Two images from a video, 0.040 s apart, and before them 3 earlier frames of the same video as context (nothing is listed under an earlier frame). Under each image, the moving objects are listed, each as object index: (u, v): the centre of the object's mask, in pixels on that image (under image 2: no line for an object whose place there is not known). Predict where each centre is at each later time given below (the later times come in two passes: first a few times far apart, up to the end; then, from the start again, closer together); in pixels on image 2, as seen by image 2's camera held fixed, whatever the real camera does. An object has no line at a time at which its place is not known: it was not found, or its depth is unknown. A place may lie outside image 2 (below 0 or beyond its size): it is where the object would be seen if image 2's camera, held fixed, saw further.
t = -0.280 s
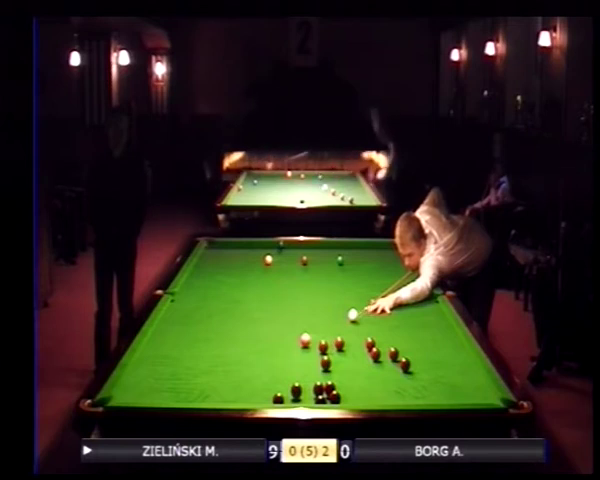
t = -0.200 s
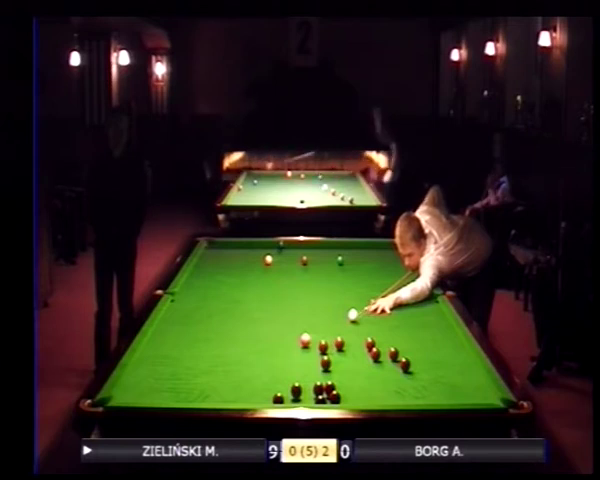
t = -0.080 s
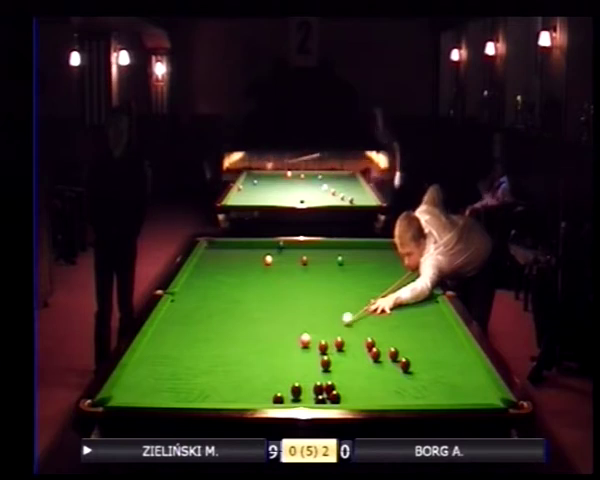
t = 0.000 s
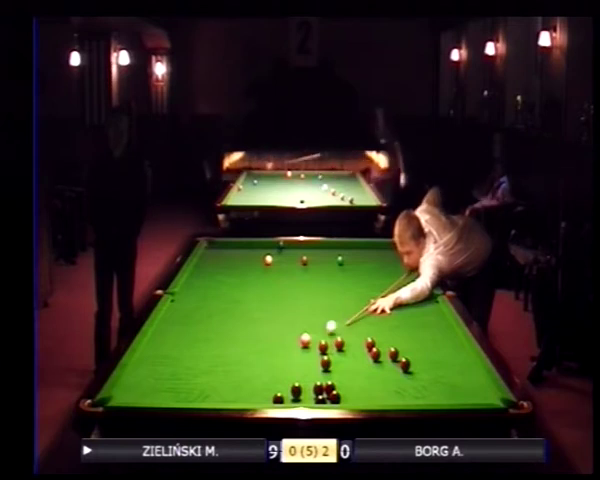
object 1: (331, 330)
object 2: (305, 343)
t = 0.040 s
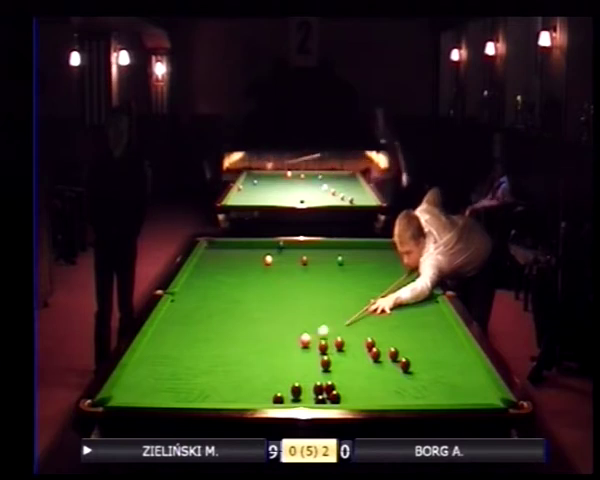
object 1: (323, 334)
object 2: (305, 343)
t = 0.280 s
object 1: (323, 340)
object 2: (256, 359)
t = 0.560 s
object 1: (338, 339)
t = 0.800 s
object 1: (348, 339)
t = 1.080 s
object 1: (358, 339)
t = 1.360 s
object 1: (366, 336)
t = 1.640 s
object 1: (374, 336)
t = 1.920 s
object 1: (380, 335)
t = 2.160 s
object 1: (385, 335)
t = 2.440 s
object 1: (389, 335)
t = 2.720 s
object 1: (392, 334)
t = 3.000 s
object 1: (393, 334)
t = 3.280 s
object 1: (394, 334)
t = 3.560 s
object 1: (394, 333)
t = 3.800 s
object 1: (394, 333)
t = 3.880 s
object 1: (394, 333)
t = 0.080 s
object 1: (315, 339)
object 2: (305, 343)
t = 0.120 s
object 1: (314, 341)
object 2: (298, 345)
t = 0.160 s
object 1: (315, 342)
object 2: (287, 349)
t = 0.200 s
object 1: (317, 342)
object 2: (277, 352)
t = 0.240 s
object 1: (321, 339)
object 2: (266, 356)
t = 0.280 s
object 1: (323, 340)
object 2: (256, 359)
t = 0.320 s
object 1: (326, 341)
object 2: (246, 362)
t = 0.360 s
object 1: (329, 342)
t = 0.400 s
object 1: (331, 343)
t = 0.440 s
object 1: (332, 342)
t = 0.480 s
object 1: (333, 342)
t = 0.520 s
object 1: (335, 341)
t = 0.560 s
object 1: (338, 339)
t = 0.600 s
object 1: (340, 338)
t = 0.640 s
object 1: (341, 339)
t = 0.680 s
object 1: (343, 338)
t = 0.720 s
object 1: (345, 338)
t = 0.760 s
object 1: (346, 338)
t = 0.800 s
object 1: (348, 339)
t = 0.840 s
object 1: (350, 340)
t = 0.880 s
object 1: (351, 340)
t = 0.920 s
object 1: (353, 339)
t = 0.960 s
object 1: (354, 340)
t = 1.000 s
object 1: (355, 339)
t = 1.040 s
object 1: (357, 339)
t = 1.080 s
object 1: (358, 339)
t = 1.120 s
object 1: (359, 339)
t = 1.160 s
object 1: (360, 338)
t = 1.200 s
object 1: (361, 338)
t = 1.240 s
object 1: (363, 338)
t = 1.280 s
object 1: (363, 338)
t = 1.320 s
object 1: (364, 337)
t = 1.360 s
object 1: (366, 336)
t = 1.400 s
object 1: (367, 336)
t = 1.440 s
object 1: (368, 335)
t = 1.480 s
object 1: (369, 335)
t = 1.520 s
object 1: (371, 335)
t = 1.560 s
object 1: (372, 336)
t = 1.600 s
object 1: (373, 336)
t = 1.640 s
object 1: (374, 336)
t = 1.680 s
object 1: (375, 336)
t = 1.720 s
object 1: (376, 336)
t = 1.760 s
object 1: (376, 336)
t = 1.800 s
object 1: (377, 336)
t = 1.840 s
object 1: (378, 336)
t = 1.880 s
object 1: (379, 336)
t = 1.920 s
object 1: (380, 335)
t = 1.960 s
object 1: (381, 335)
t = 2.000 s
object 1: (382, 335)
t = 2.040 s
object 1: (382, 335)
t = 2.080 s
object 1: (383, 335)
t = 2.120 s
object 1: (384, 335)
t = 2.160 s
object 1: (385, 335)
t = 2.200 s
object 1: (385, 335)
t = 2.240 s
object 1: (386, 335)
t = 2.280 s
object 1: (387, 335)
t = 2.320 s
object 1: (387, 335)
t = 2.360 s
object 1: (387, 335)
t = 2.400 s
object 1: (388, 335)
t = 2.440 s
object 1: (389, 335)
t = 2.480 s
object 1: (389, 335)
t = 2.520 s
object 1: (389, 334)
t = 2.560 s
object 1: (390, 334)
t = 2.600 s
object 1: (391, 334)
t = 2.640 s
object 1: (391, 334)
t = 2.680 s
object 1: (391, 334)
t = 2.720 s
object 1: (392, 334)
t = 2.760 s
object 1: (392, 334)
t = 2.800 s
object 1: (392, 334)
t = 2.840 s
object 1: (392, 334)
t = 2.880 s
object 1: (392, 334)
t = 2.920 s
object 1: (393, 334)
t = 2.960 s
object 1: (393, 334)
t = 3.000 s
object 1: (393, 334)
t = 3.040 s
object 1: (393, 334)
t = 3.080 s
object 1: (394, 334)
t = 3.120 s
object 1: (394, 334)
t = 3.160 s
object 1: (394, 334)
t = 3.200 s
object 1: (394, 334)
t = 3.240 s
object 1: (394, 334)
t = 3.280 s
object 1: (394, 334)
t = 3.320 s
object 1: (394, 334)
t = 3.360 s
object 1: (394, 334)
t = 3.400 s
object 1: (394, 334)
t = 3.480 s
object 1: (394, 334)
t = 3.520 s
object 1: (394, 333)
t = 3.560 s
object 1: (394, 333)
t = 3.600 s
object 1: (394, 333)
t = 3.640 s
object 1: (394, 333)
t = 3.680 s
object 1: (394, 333)
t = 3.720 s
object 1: (394, 333)
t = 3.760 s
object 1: (394, 333)
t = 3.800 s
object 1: (394, 333)
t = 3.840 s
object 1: (394, 333)
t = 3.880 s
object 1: (394, 333)
